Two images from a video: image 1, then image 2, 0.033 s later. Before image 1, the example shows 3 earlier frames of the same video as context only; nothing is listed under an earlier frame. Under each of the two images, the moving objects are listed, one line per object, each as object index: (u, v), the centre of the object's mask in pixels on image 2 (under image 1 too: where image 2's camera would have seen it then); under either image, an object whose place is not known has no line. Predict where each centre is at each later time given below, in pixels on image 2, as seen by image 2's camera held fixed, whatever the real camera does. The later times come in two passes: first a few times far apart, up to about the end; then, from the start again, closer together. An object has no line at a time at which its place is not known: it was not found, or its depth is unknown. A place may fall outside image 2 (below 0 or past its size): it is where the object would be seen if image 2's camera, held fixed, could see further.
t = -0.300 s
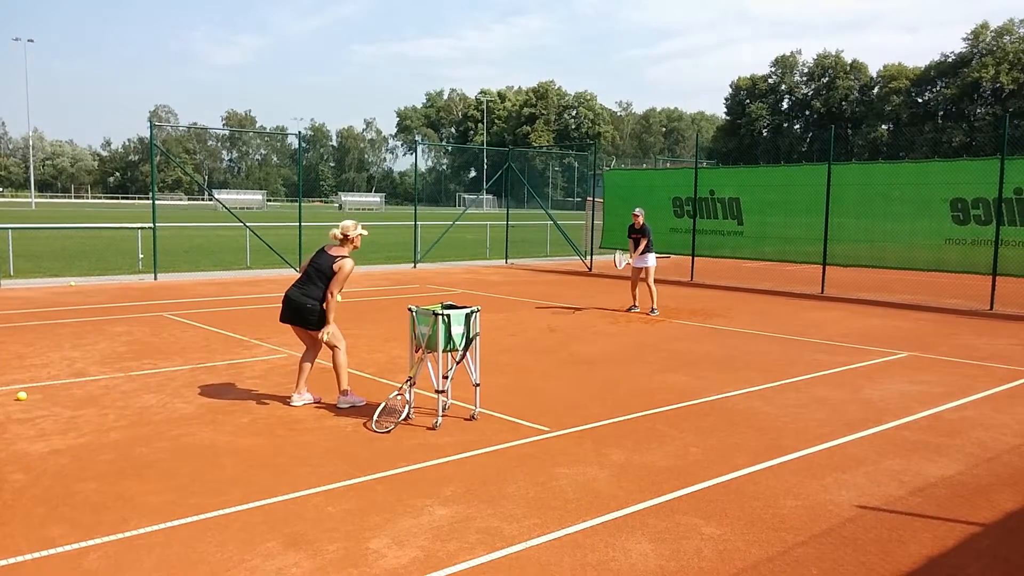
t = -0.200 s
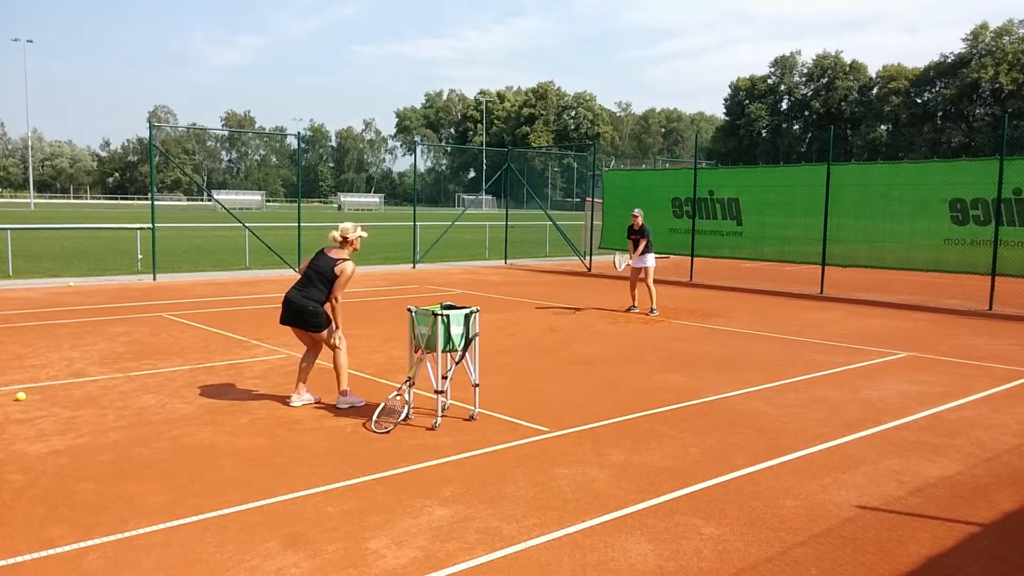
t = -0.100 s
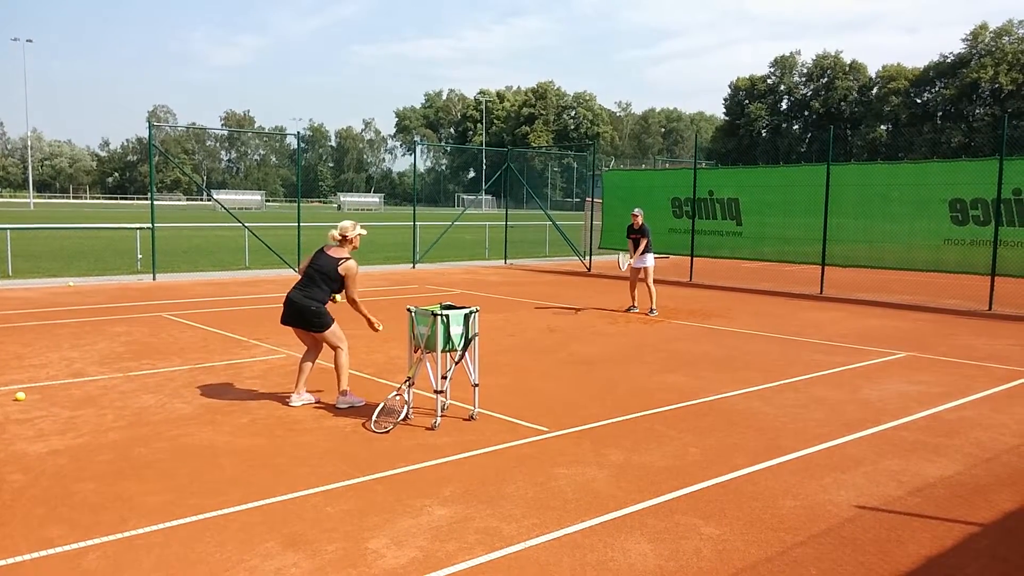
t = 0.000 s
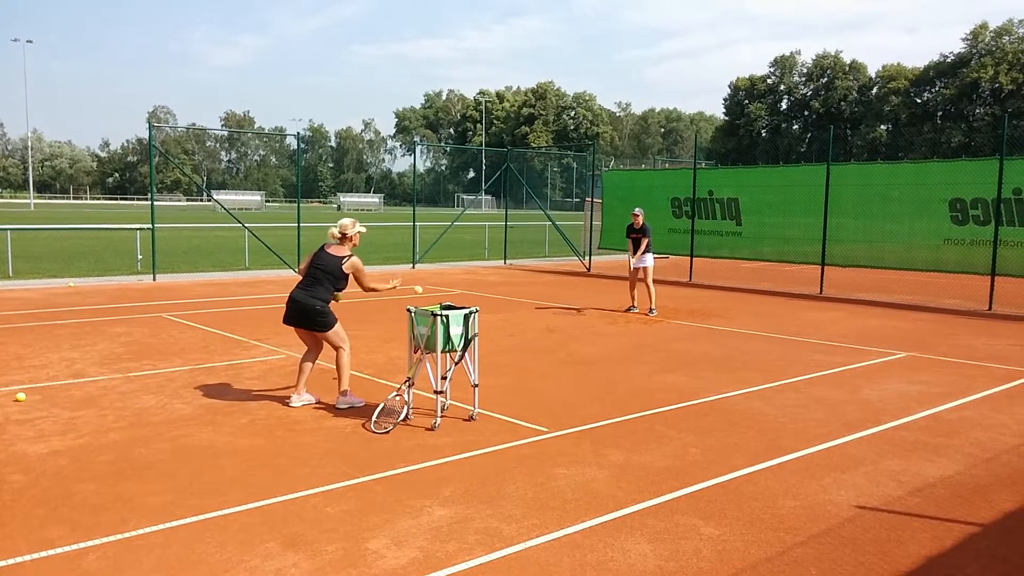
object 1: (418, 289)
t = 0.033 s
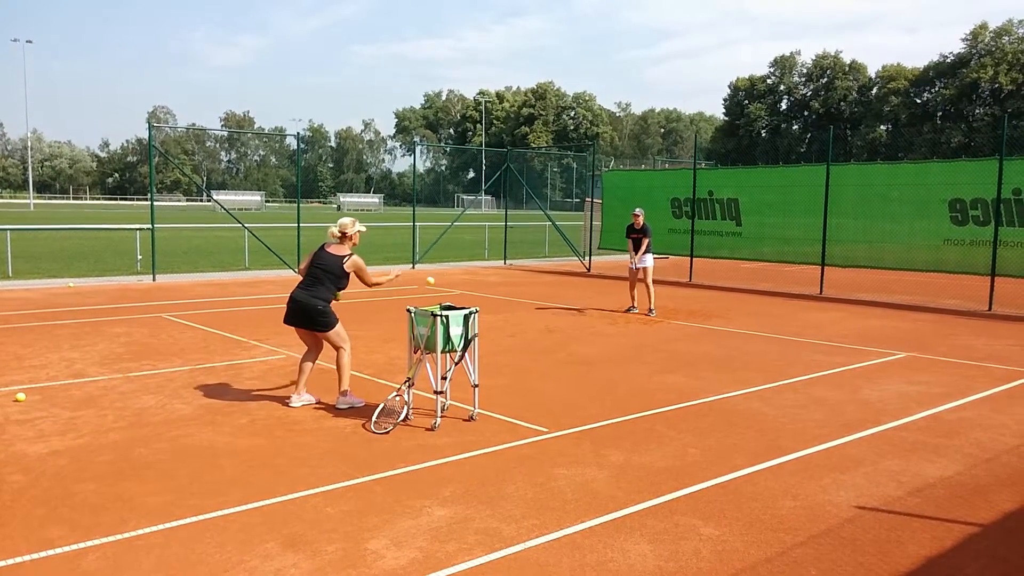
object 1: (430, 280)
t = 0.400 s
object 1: (537, 261)
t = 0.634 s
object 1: (585, 310)
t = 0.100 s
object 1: (453, 265)
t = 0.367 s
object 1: (530, 257)
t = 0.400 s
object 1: (537, 261)
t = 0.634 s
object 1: (585, 310)
